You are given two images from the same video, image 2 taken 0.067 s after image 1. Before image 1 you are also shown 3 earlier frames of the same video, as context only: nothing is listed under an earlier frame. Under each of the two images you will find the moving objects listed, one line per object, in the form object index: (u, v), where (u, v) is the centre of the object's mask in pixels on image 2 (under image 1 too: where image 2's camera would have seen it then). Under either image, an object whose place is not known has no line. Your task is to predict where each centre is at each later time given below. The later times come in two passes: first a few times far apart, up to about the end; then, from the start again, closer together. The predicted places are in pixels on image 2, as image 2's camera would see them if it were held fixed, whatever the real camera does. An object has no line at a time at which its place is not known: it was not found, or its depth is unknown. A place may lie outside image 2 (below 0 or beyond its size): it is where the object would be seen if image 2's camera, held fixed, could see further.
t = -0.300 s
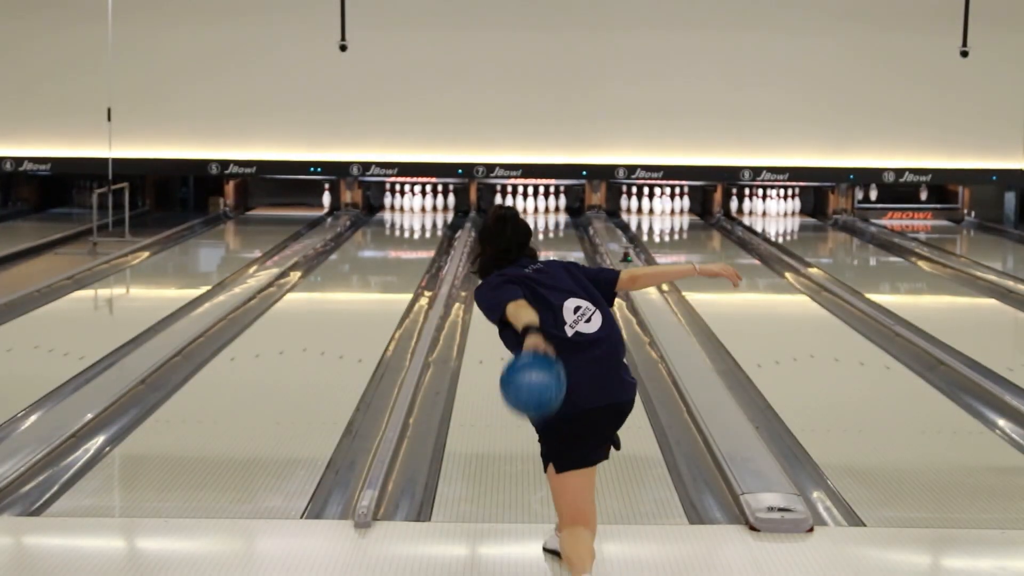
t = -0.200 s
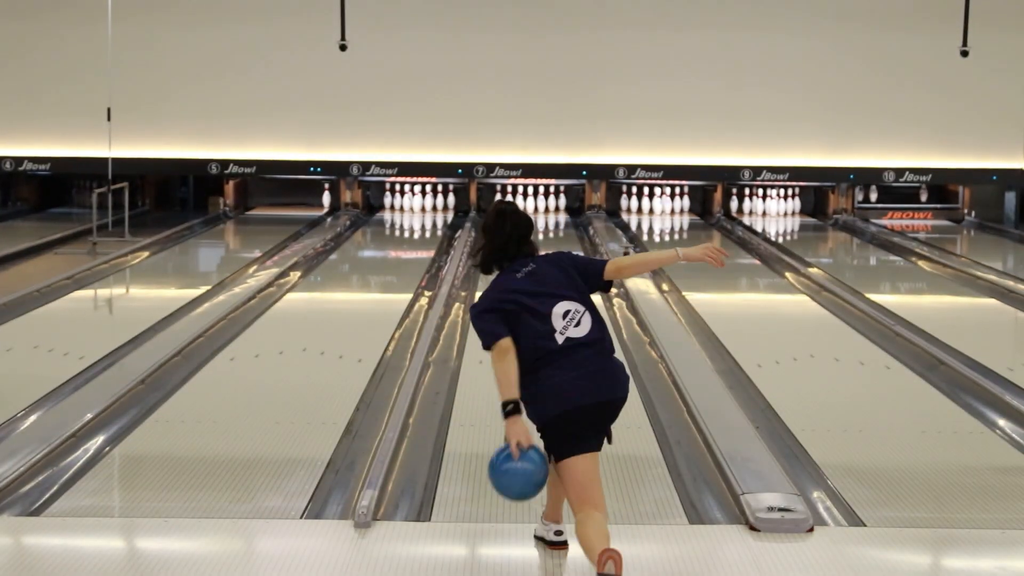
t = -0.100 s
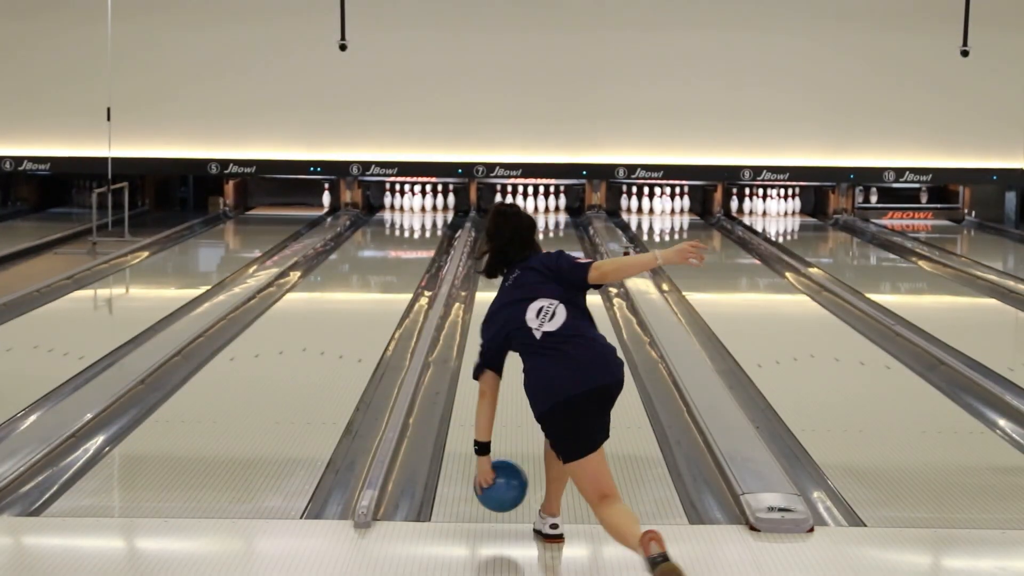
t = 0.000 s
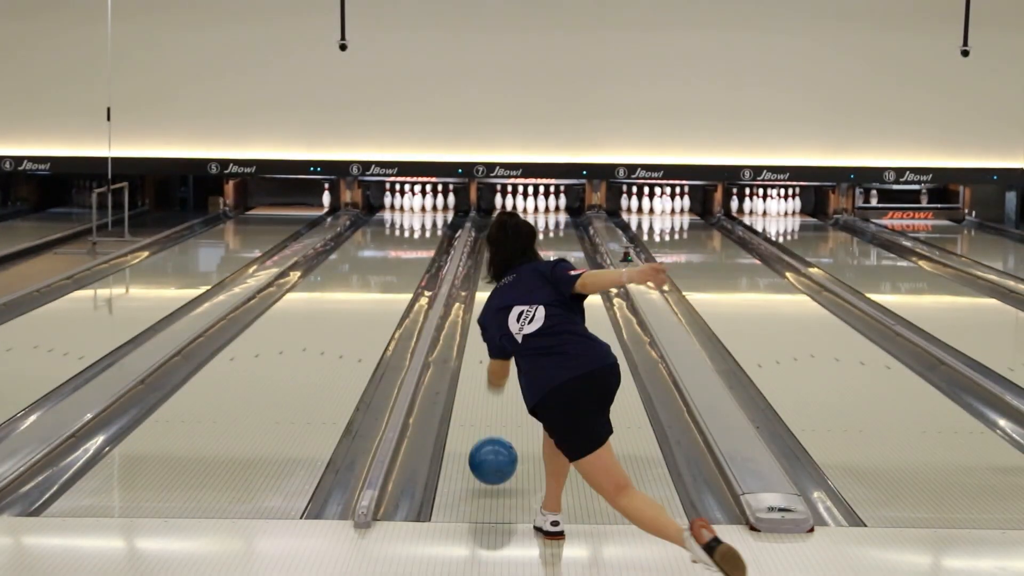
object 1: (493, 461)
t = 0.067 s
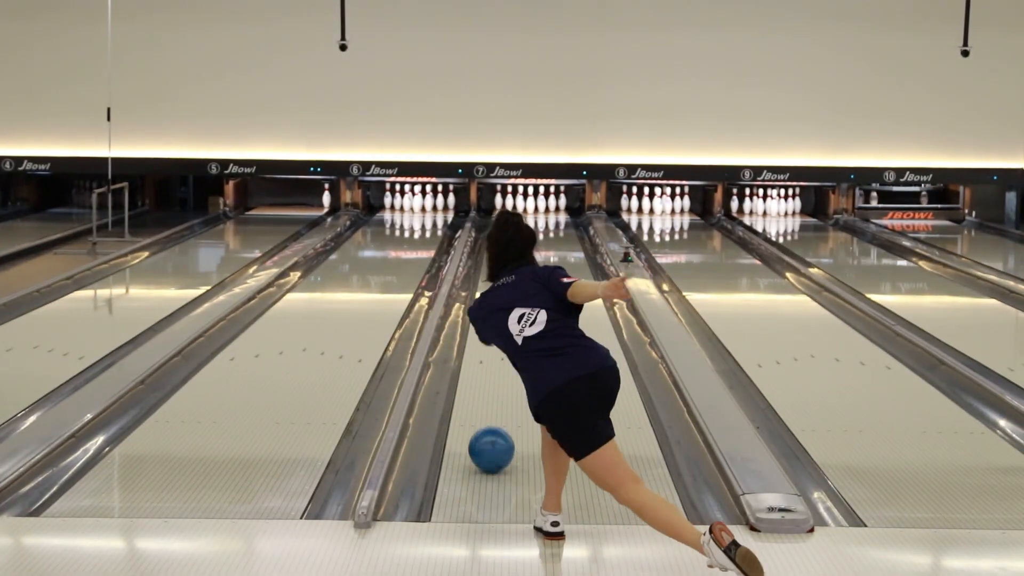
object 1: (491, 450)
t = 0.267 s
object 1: (488, 395)
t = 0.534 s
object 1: (485, 344)
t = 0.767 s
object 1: (479, 321)
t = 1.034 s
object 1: (487, 287)
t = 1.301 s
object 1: (491, 266)
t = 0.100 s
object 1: (491, 439)
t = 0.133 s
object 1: (490, 429)
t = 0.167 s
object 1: (489, 420)
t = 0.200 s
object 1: (488, 411)
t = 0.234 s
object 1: (488, 403)
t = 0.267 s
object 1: (488, 395)
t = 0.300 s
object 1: (487, 388)
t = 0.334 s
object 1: (487, 380)
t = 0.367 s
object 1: (486, 374)
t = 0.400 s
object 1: (486, 367)
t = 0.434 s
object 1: (486, 361)
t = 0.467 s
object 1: (485, 355)
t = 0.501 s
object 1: (485, 350)
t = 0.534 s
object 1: (485, 344)
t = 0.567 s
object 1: (485, 339)
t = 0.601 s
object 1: (490, 335)
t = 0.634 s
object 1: (492, 331)
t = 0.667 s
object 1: (494, 326)
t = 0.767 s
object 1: (479, 321)
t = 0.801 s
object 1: (481, 315)
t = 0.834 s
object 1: (483, 309)
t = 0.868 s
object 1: (485, 303)
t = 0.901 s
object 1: (486, 299)
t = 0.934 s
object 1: (486, 296)
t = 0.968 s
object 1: (487, 293)
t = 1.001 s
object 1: (487, 290)
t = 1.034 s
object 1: (487, 287)
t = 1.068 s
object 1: (488, 284)
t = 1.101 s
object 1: (488, 281)
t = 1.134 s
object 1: (489, 279)
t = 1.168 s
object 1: (489, 276)
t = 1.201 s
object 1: (489, 274)
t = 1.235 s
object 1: (490, 271)
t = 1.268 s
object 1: (490, 269)
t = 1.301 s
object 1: (491, 266)
